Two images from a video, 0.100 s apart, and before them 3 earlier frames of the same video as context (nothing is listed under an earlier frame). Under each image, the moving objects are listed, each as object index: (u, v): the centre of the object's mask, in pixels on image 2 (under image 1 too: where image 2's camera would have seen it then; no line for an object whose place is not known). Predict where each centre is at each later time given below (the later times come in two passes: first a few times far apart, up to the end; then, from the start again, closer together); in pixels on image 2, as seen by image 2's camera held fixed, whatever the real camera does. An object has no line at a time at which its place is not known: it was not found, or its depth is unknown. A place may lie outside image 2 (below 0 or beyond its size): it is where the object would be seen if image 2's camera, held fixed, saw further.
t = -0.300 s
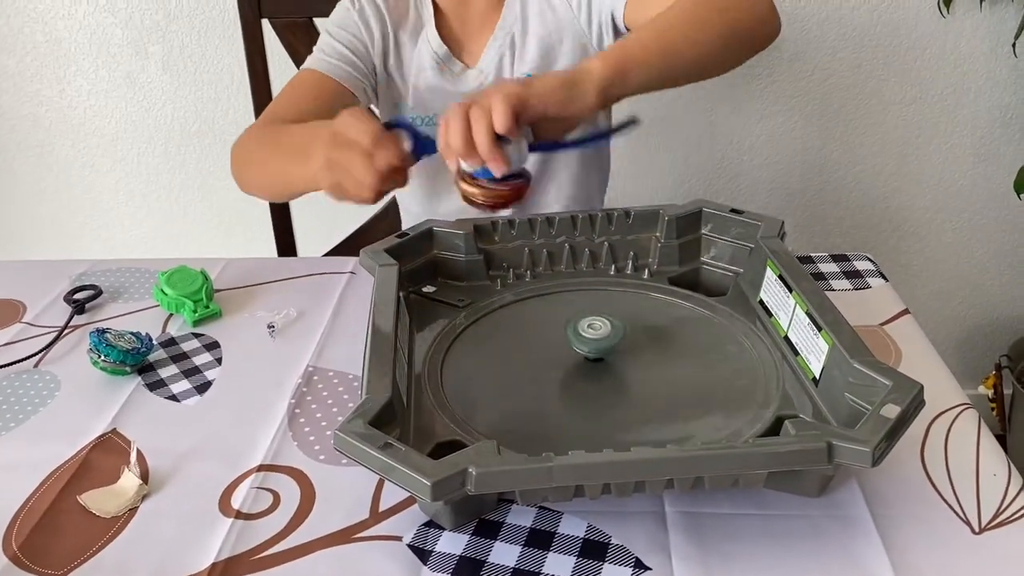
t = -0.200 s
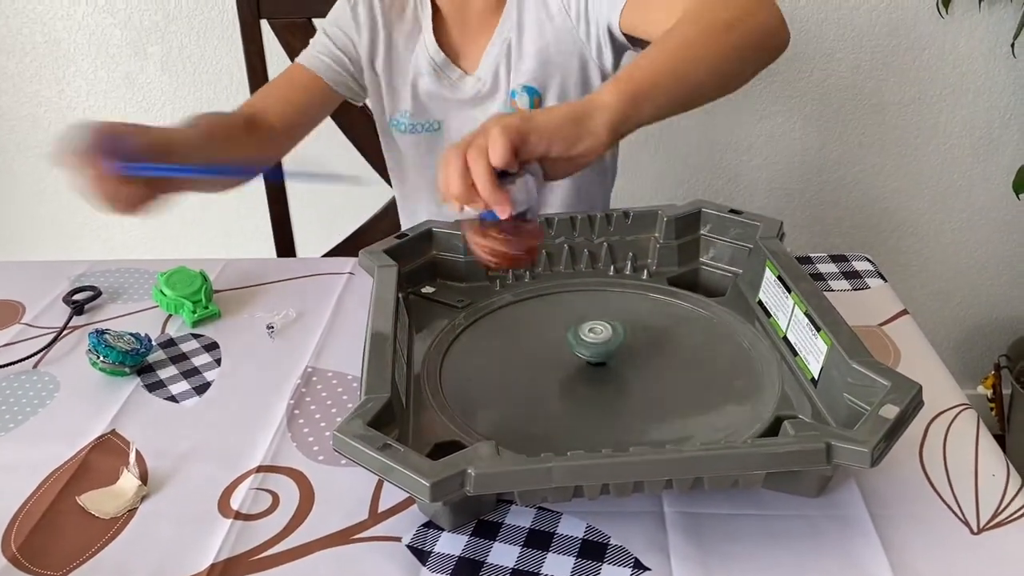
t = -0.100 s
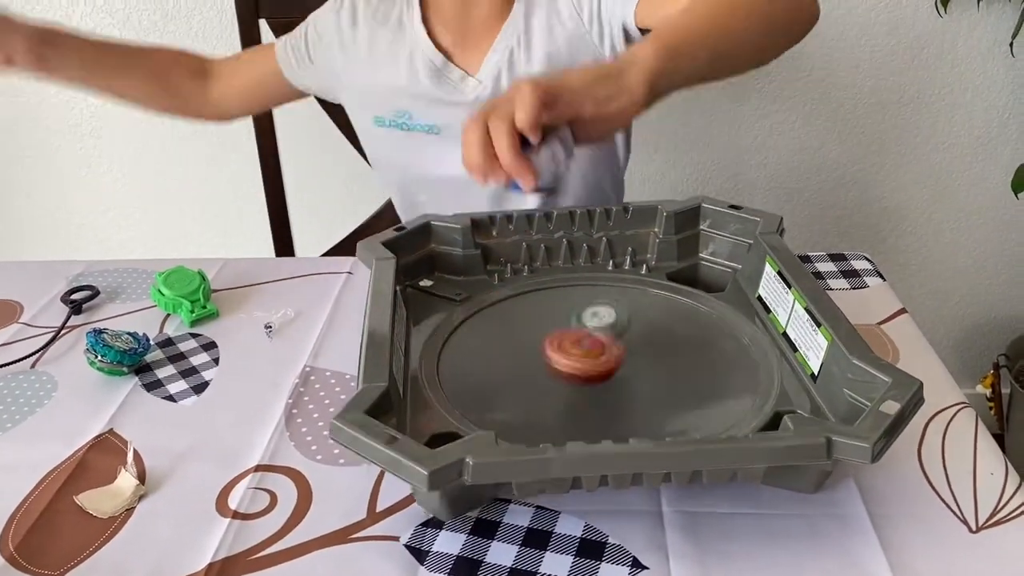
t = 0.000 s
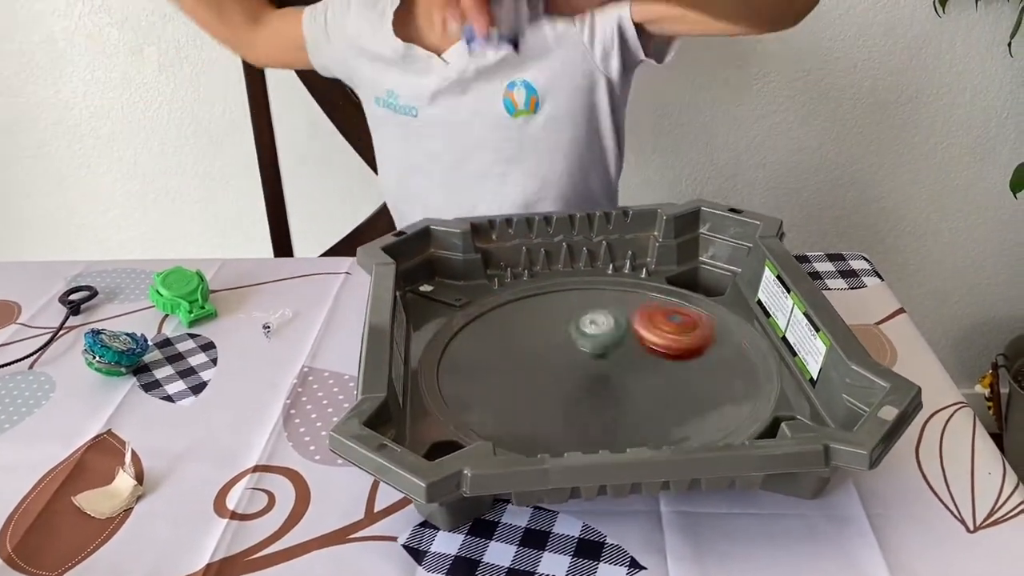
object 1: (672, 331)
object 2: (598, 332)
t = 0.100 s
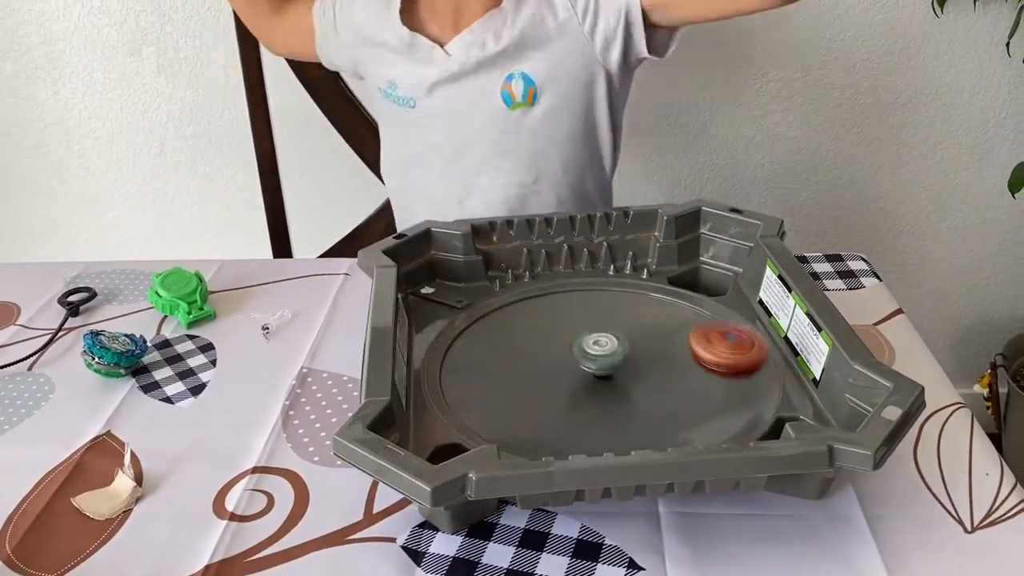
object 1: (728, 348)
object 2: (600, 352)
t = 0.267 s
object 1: (702, 351)
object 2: (621, 365)
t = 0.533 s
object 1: (691, 338)
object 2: (567, 375)
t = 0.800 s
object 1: (660, 358)
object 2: (570, 393)
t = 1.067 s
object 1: (713, 367)
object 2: (565, 407)
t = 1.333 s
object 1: (664, 391)
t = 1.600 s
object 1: (637, 348)
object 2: (567, 379)
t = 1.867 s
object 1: (651, 319)
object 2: (562, 353)
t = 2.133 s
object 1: (666, 335)
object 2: (565, 333)
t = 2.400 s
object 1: (683, 357)
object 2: (497, 301)
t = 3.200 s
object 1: (605, 368)
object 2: (507, 349)
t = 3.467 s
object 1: (621, 382)
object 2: (540, 347)
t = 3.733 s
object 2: (540, 331)
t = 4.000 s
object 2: (576, 335)
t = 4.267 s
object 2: (568, 314)
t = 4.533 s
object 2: (591, 329)
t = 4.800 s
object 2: (589, 322)
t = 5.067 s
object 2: (582, 316)
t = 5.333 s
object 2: (573, 331)
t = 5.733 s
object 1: (620, 378)
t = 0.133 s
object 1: (726, 328)
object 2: (604, 357)
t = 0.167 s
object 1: (723, 321)
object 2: (607, 360)
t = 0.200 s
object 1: (718, 326)
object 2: (610, 363)
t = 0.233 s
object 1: (713, 345)
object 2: (615, 364)
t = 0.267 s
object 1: (702, 351)
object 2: (621, 365)
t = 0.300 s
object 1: (688, 340)
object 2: (628, 367)
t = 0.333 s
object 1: (680, 335)
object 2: (625, 367)
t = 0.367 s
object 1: (679, 334)
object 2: (615, 369)
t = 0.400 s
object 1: (687, 335)
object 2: (599, 373)
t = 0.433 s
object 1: (692, 339)
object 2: (586, 375)
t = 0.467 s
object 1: (692, 328)
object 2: (576, 375)
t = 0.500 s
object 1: (692, 329)
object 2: (570, 374)
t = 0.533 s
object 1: (691, 338)
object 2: (567, 375)
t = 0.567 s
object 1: (687, 331)
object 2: (567, 376)
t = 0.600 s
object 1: (682, 336)
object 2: (569, 378)
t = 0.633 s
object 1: (675, 344)
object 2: (573, 380)
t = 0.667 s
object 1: (667, 344)
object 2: (579, 382)
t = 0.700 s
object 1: (659, 356)
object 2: (585, 385)
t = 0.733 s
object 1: (650, 356)
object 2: (591, 385)
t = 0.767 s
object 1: (653, 360)
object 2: (580, 390)
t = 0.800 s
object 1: (660, 358)
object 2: (570, 393)
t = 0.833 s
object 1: (667, 359)
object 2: (563, 396)
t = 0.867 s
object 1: (674, 358)
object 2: (560, 397)
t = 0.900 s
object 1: (682, 358)
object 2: (560, 400)
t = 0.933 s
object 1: (690, 359)
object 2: (559, 403)
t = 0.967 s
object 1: (697, 360)
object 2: (561, 405)
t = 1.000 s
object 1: (704, 362)
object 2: (562, 406)
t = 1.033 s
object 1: (709, 364)
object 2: (563, 407)
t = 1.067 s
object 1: (713, 367)
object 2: (565, 407)
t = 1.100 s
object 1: (714, 371)
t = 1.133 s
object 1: (713, 375)
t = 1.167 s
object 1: (709, 379)
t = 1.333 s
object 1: (664, 391)
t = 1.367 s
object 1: (658, 388)
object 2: (578, 397)
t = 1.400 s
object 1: (654, 384)
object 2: (573, 395)
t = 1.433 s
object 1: (650, 379)
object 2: (572, 392)
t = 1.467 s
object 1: (646, 374)
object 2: (570, 390)
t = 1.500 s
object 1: (642, 367)
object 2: (569, 388)
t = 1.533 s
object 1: (640, 361)
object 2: (569, 385)
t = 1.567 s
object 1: (638, 354)
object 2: (568, 382)
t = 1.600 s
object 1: (637, 348)
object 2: (567, 379)
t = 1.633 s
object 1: (637, 342)
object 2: (566, 376)
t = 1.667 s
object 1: (638, 336)
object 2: (565, 373)
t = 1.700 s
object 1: (639, 332)
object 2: (564, 369)
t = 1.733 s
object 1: (640, 328)
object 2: (565, 367)
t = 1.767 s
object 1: (643, 324)
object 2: (564, 363)
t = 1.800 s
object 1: (645, 322)
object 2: (563, 360)
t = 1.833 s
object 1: (648, 320)
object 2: (562, 357)
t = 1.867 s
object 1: (651, 319)
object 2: (562, 353)
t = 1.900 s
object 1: (654, 319)
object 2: (562, 350)
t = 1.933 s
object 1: (657, 319)
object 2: (562, 347)
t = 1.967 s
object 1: (660, 321)
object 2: (562, 345)
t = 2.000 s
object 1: (662, 322)
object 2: (563, 342)
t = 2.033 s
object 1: (665, 325)
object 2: (564, 340)
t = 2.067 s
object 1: (666, 328)
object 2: (564, 337)
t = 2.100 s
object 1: (666, 332)
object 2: (565, 335)
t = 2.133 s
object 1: (666, 335)
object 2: (565, 333)
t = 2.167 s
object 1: (663, 338)
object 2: (566, 332)
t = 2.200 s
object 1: (659, 341)
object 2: (567, 331)
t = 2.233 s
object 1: (652, 343)
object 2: (569, 330)
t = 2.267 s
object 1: (644, 345)
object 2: (571, 329)
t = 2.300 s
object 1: (635, 346)
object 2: (572, 328)
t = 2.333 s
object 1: (651, 350)
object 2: (544, 317)
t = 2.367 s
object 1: (670, 354)
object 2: (517, 309)
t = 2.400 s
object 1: (683, 357)
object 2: (497, 301)
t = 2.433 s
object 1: (692, 361)
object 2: (491, 302)
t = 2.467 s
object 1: (696, 365)
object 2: (487, 308)
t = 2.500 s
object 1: (694, 371)
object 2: (485, 313)
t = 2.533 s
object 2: (484, 318)
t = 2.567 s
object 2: (487, 324)
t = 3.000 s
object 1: (632, 374)
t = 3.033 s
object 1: (631, 372)
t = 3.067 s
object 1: (628, 370)
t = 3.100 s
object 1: (623, 369)
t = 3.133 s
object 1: (618, 369)
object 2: (491, 340)
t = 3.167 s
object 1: (612, 369)
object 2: (497, 346)
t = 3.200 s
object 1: (605, 368)
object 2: (507, 349)
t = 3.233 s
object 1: (600, 368)
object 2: (516, 353)
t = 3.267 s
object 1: (596, 369)
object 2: (525, 355)
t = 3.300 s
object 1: (598, 370)
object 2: (526, 354)
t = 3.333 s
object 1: (602, 372)
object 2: (531, 354)
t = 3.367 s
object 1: (605, 375)
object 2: (535, 355)
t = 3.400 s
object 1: (608, 377)
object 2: (541, 353)
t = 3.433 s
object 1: (610, 379)
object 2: (547, 353)
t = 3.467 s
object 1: (621, 382)
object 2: (540, 347)
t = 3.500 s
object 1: (636, 383)
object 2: (532, 340)
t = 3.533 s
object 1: (644, 385)
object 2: (530, 336)
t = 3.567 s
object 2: (527, 333)
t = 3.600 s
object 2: (529, 331)
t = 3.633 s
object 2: (531, 331)
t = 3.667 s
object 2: (535, 332)
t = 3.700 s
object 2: (537, 331)
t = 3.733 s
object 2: (540, 331)
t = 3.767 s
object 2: (546, 332)
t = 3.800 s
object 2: (551, 335)
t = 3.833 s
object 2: (554, 334)
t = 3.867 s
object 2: (561, 335)
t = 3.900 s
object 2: (566, 338)
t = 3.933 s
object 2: (570, 338)
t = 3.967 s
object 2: (576, 338)
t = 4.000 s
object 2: (576, 335)
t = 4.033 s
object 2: (572, 326)
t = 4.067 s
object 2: (570, 319)
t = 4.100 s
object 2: (569, 316)
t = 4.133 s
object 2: (569, 314)
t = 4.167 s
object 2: (568, 313)
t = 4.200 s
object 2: (568, 314)
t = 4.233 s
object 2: (568, 313)
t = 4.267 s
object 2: (568, 314)
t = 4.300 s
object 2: (570, 316)
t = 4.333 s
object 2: (572, 318)
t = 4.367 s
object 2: (573, 319)
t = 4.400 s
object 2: (576, 322)
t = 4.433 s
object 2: (580, 323)
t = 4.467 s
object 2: (584, 326)
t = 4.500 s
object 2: (588, 329)
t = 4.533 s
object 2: (591, 329)
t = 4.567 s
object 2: (590, 324)
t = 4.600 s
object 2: (588, 316)
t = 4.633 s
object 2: (588, 314)
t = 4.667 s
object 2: (588, 314)
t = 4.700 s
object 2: (587, 315)
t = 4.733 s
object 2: (587, 317)
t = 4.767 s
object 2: (588, 320)
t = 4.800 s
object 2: (589, 322)
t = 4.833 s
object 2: (588, 324)
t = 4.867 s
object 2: (588, 327)
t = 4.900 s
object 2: (589, 329)
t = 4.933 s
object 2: (589, 330)
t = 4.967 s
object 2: (588, 324)
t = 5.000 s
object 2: (586, 318)
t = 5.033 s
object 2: (584, 316)
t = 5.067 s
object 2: (582, 316)
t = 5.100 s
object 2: (579, 317)
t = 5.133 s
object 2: (579, 318)
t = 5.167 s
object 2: (577, 320)
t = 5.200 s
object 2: (576, 321)
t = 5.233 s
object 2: (574, 324)
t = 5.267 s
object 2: (574, 326)
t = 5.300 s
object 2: (573, 328)
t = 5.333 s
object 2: (573, 331)
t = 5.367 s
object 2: (573, 332)
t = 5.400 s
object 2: (572, 334)
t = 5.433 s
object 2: (568, 334)
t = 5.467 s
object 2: (565, 334)
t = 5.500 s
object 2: (563, 334)
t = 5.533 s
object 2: (563, 336)
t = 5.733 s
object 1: (620, 378)
